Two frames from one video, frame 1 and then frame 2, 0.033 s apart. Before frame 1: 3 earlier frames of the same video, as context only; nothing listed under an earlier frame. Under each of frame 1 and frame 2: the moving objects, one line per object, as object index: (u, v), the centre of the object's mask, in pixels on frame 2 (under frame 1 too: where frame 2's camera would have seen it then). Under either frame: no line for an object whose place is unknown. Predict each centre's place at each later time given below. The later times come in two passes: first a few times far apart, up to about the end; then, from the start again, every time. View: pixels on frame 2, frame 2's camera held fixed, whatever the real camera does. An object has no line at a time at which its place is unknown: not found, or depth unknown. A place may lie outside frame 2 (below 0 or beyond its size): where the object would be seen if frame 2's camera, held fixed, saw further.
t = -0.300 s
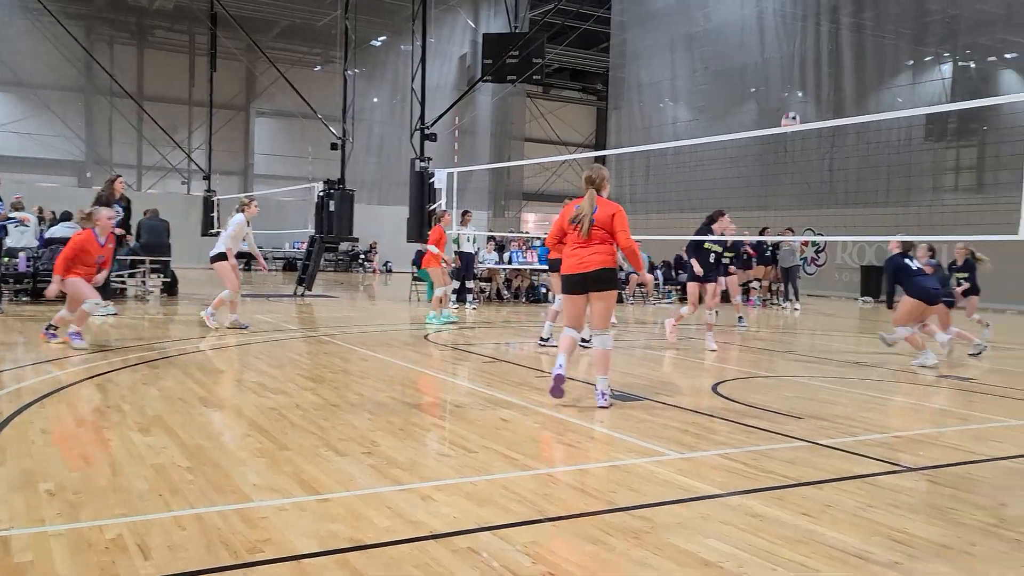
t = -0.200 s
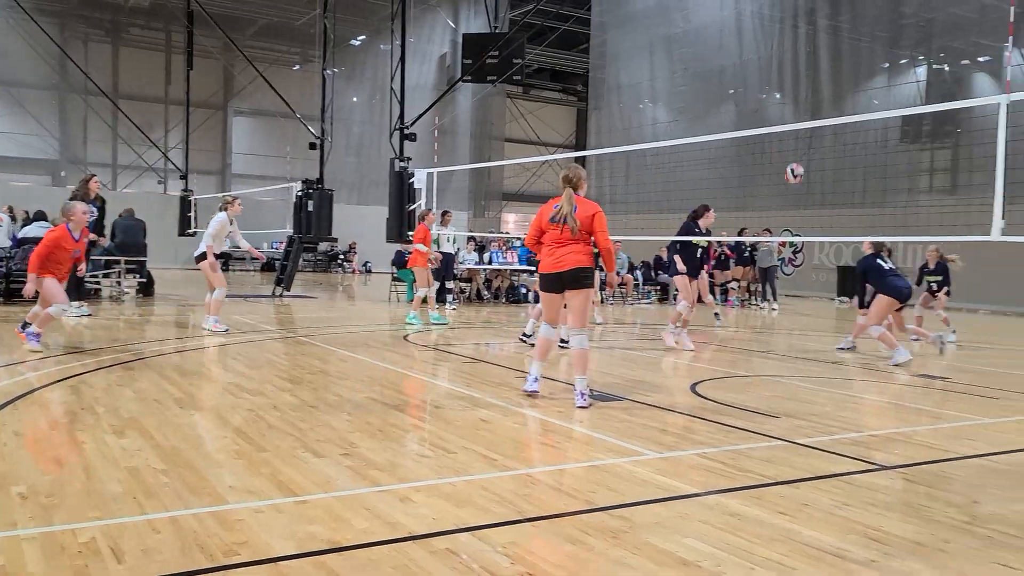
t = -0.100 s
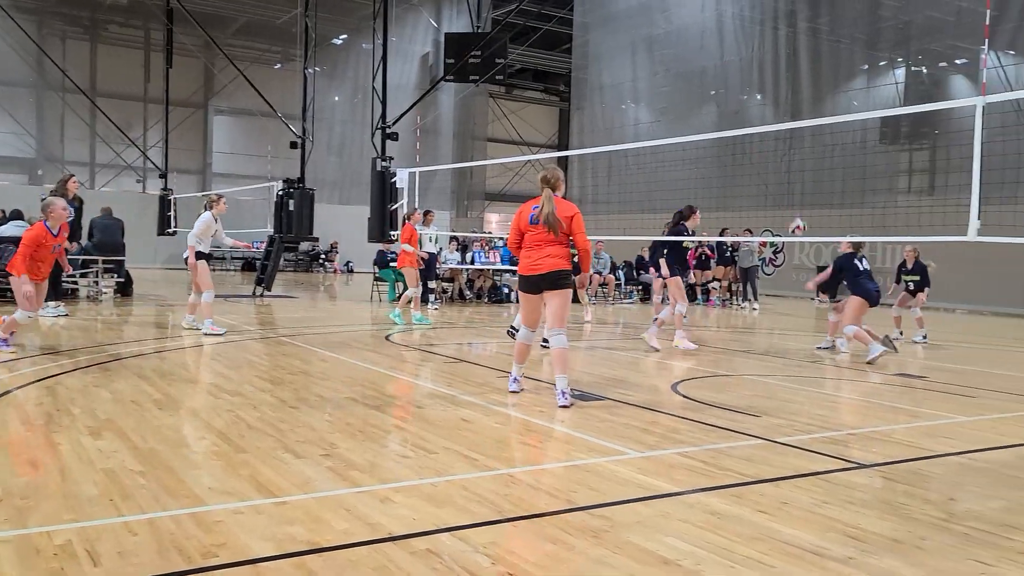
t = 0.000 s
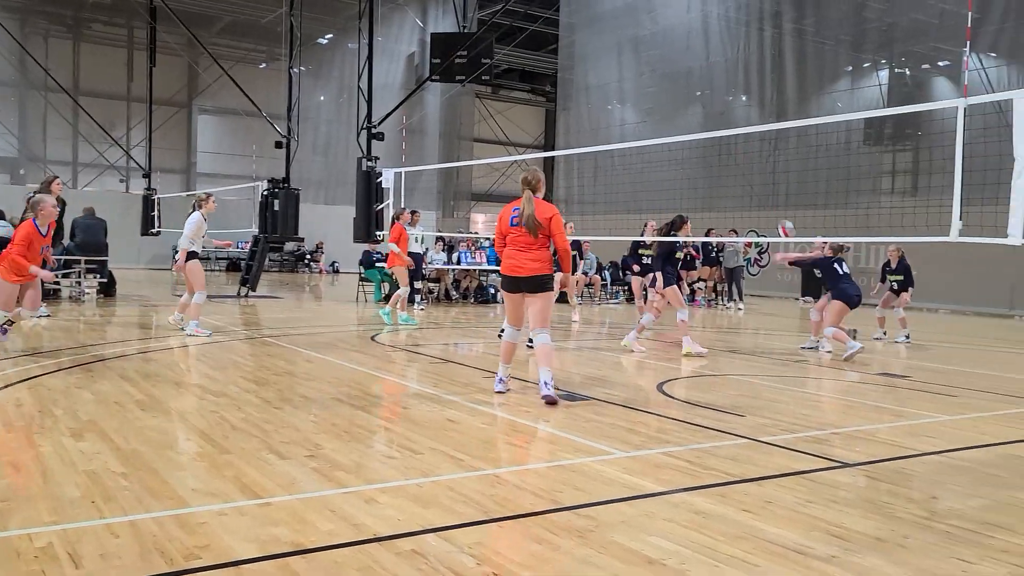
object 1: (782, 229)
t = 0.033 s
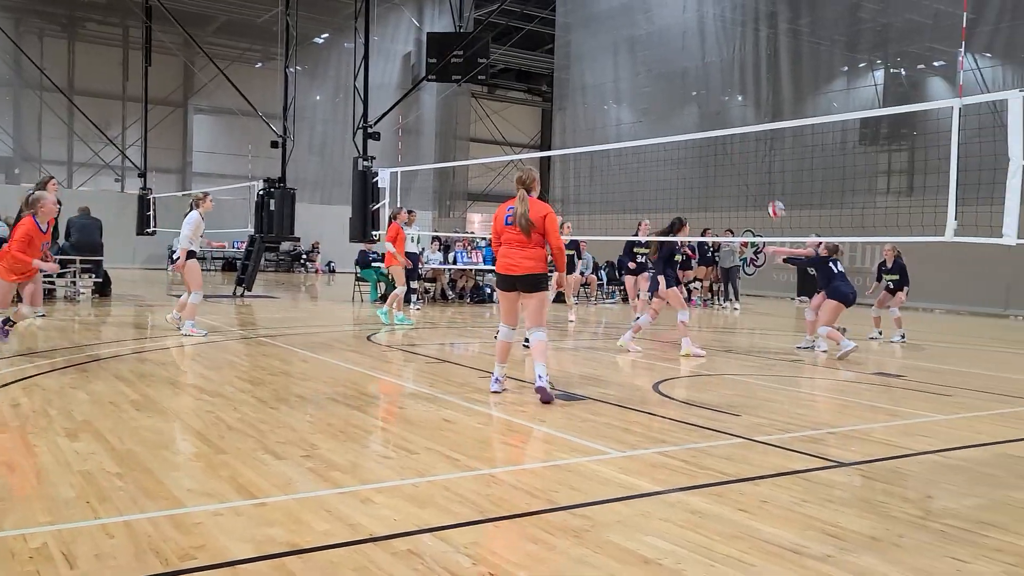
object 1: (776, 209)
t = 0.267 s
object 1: (739, 105)
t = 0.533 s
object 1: (700, 45)
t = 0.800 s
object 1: (662, 40)
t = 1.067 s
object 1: (626, 85)
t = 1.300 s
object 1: (595, 159)
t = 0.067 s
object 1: (770, 192)
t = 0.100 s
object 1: (765, 175)
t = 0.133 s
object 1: (760, 159)
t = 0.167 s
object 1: (755, 144)
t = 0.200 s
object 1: (750, 131)
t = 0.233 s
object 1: (744, 116)
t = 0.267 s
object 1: (739, 105)
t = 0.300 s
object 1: (734, 95)
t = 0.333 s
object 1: (729, 85)
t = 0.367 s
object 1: (724, 76)
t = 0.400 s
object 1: (719, 68)
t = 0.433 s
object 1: (714, 61)
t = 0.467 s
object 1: (709, 55)
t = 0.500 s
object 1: (705, 50)
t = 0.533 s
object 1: (700, 45)
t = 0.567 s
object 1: (695, 42)
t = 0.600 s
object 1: (690, 39)
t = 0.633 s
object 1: (686, 37)
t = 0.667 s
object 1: (681, 36)
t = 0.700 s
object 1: (677, 36)
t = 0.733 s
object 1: (672, 37)
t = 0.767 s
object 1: (667, 38)
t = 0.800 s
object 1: (662, 40)
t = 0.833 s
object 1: (657, 44)
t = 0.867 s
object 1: (653, 47)
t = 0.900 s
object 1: (649, 52)
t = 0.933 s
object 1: (644, 57)
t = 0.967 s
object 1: (639, 63)
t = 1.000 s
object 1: (635, 69)
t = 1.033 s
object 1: (630, 77)
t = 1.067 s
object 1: (626, 85)
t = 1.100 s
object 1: (621, 94)
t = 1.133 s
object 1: (617, 103)
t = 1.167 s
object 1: (612, 113)
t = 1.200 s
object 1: (608, 123)
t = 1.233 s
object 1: (603, 134)
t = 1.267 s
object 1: (598, 142)
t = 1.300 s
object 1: (595, 159)
